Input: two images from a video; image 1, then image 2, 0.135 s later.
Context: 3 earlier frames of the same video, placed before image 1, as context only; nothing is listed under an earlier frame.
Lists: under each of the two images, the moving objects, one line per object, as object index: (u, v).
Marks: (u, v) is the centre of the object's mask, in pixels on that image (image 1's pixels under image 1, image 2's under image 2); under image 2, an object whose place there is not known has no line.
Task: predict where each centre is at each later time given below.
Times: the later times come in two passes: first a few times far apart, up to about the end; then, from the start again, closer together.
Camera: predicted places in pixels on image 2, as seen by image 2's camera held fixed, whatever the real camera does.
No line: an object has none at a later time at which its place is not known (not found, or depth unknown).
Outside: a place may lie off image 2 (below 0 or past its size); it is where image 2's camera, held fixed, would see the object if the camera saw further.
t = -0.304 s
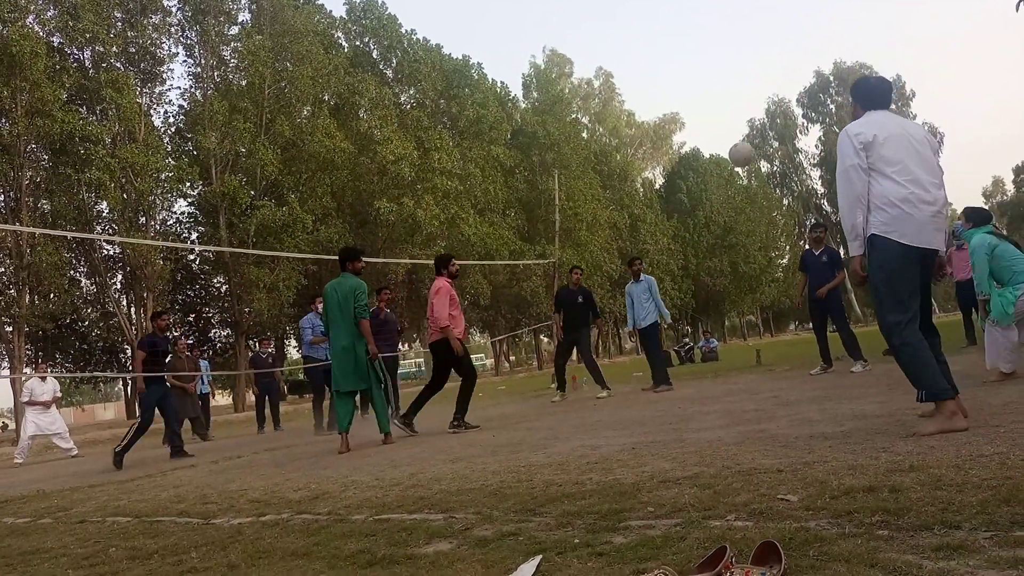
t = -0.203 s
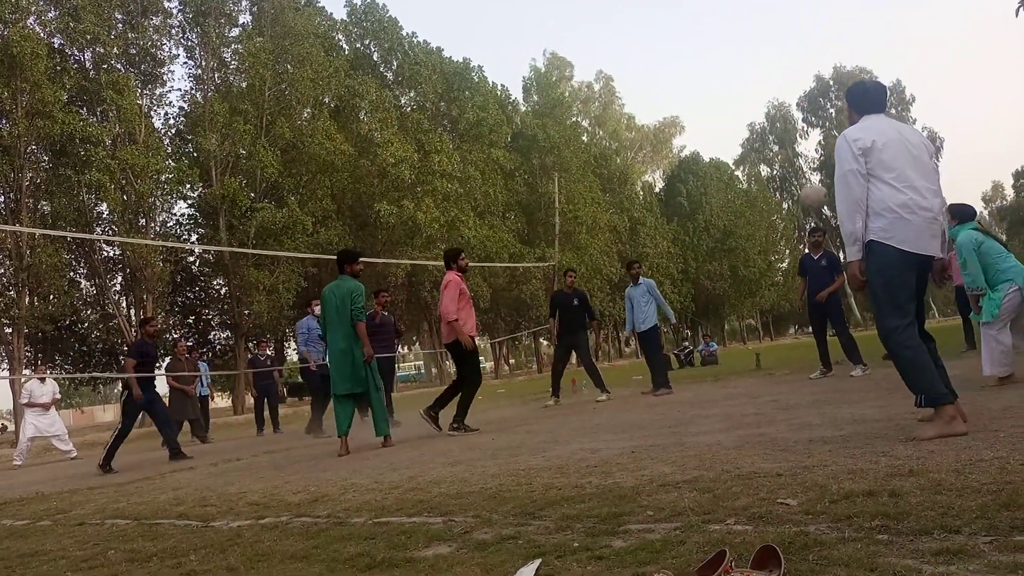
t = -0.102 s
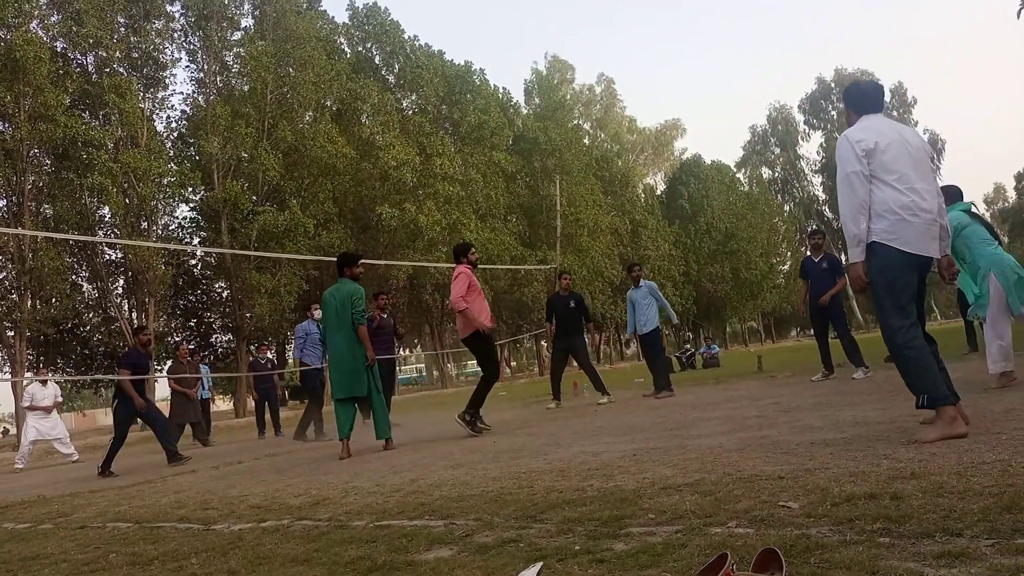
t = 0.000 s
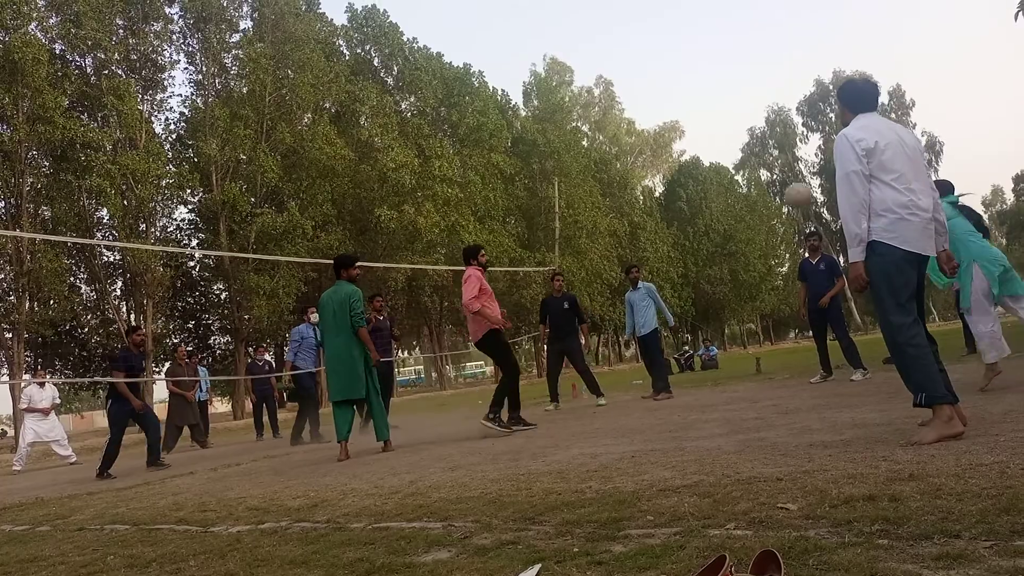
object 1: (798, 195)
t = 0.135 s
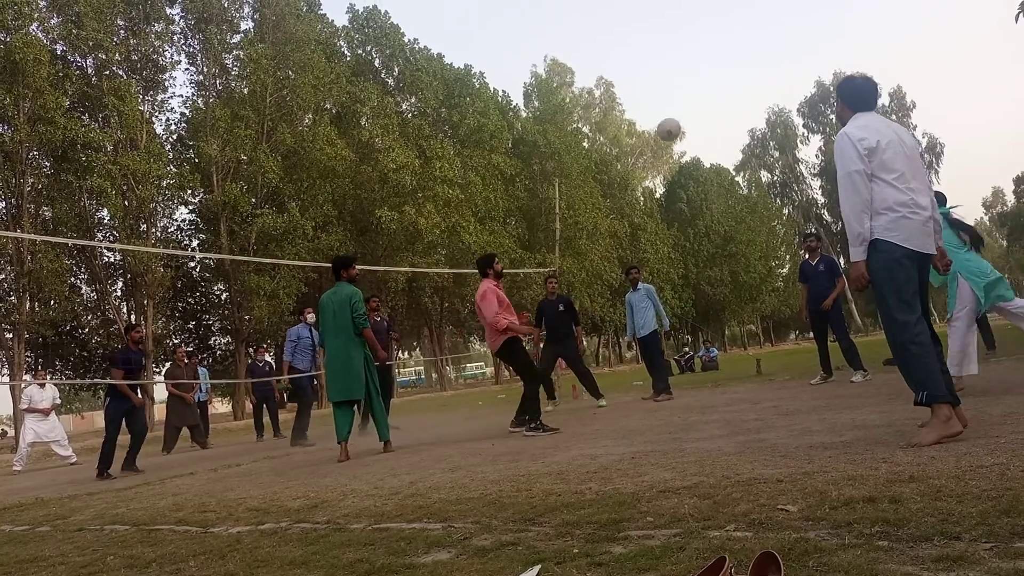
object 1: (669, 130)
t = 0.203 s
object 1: (613, 107)
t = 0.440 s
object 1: (463, 73)
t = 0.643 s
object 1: (368, 86)
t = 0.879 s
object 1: (282, 137)
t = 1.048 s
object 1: (235, 190)
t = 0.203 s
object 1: (613, 107)
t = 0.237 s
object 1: (588, 98)
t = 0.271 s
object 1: (565, 90)
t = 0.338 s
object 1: (520, 80)
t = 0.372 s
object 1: (500, 77)
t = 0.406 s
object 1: (480, 75)
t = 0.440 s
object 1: (463, 73)
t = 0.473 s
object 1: (445, 73)
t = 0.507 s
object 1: (429, 74)
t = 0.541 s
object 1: (412, 77)
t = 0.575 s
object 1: (397, 80)
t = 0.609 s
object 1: (382, 81)
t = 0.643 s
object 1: (368, 86)
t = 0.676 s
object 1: (354, 92)
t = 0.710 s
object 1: (341, 98)
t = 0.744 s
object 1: (328, 104)
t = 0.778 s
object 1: (316, 111)
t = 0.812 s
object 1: (305, 120)
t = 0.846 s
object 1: (293, 128)
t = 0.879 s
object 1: (282, 137)
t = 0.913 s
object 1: (272, 147)
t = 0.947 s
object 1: (262, 157)
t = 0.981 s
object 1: (253, 168)
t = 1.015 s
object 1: (244, 179)
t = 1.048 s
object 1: (235, 190)
